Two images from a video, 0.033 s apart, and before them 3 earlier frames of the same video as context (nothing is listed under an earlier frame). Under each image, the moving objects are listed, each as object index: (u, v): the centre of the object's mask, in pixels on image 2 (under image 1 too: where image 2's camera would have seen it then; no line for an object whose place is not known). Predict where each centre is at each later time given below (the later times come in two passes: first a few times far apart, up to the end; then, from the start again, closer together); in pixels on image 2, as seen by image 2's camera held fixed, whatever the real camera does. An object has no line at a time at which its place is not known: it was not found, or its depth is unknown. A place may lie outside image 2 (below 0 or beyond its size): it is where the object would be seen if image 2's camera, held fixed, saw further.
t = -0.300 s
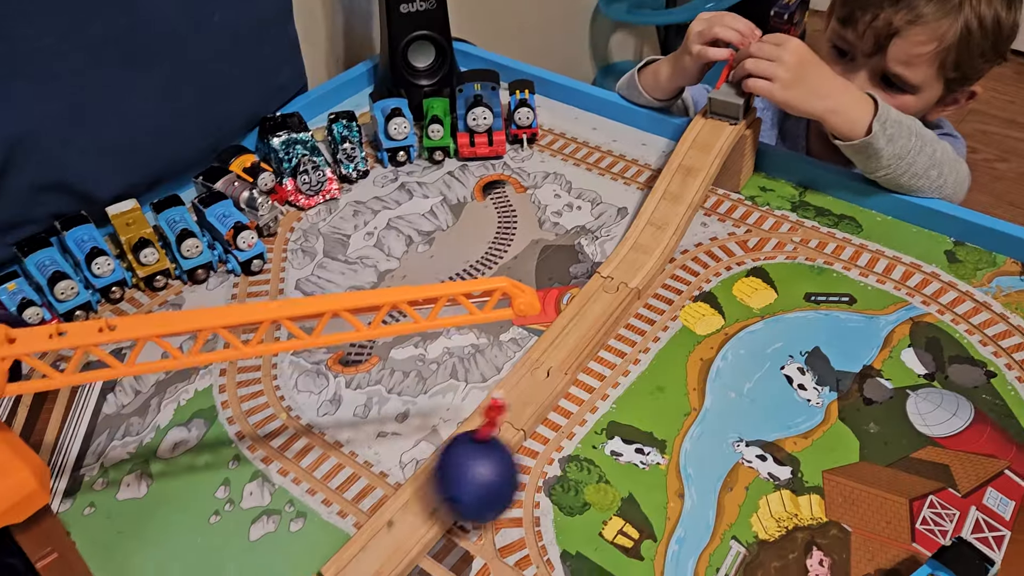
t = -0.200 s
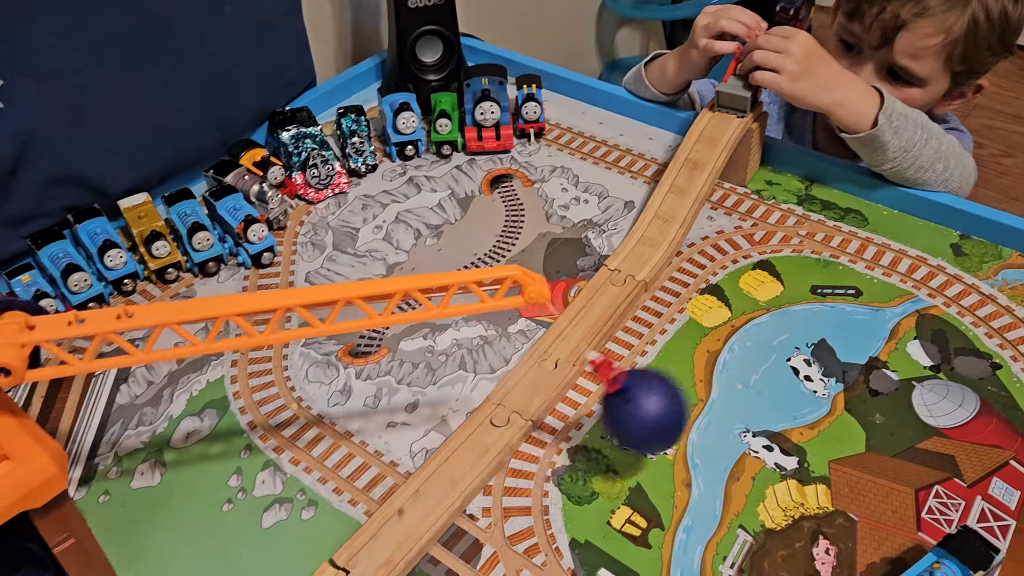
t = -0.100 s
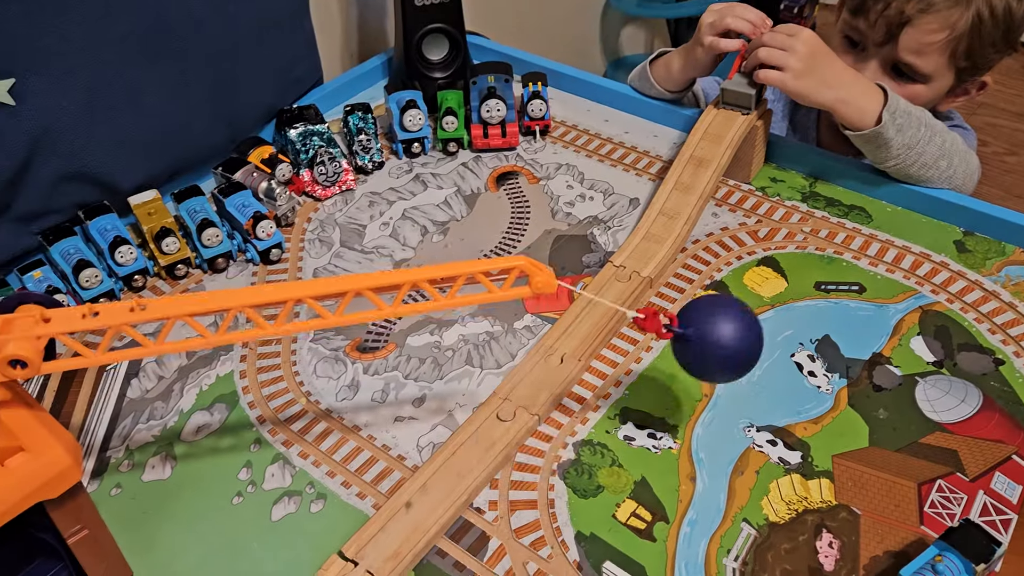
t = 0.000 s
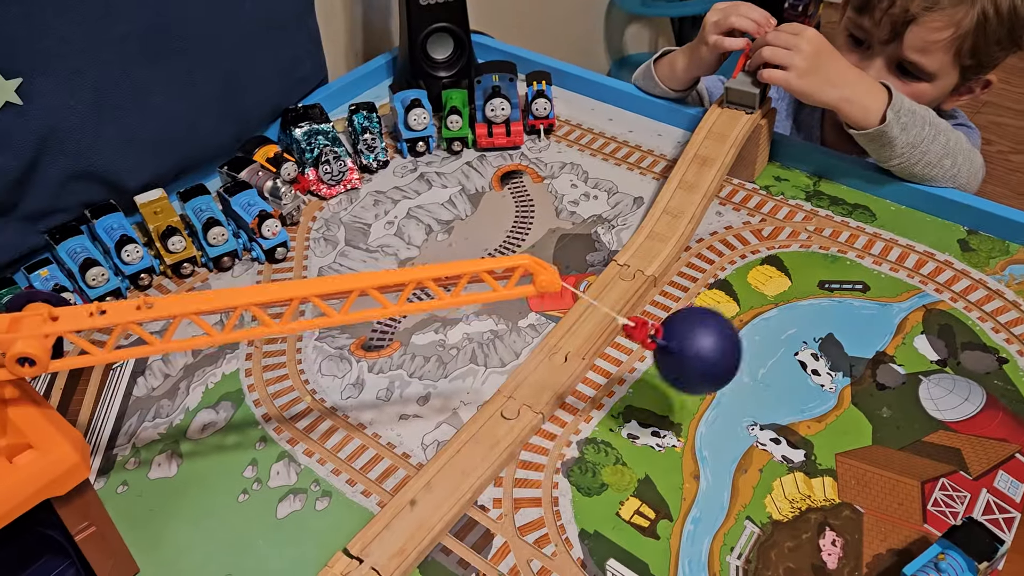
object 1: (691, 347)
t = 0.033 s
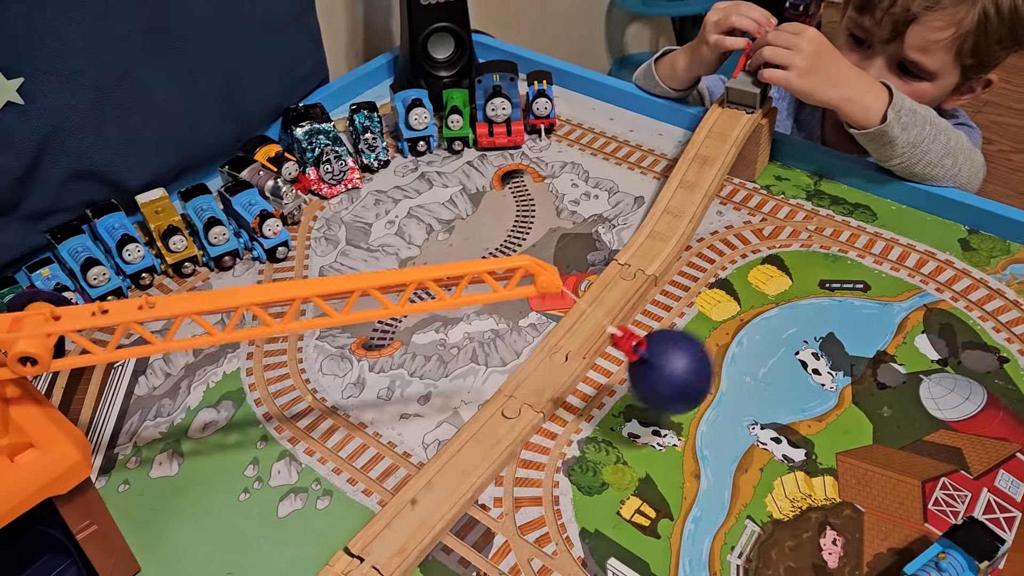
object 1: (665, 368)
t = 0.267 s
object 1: (381, 420)
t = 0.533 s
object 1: (573, 434)
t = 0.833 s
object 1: (637, 376)
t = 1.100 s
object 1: (383, 438)
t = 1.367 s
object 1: (629, 390)
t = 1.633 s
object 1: (604, 391)
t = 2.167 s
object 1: (640, 367)
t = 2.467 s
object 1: (530, 436)
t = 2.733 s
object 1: (447, 471)
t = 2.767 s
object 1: (474, 469)
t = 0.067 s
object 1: (629, 393)
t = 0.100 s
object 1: (582, 415)
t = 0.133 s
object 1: (530, 431)
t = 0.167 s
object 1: (480, 438)
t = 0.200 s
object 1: (437, 434)
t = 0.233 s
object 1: (404, 427)
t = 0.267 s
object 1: (381, 420)
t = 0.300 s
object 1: (370, 416)
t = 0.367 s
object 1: (379, 425)
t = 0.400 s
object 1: (400, 436)
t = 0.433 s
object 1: (432, 446)
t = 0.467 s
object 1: (474, 452)
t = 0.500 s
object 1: (522, 448)
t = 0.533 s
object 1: (573, 434)
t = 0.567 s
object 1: (617, 410)
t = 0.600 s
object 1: (652, 384)
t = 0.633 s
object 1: (677, 358)
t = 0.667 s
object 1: (690, 338)
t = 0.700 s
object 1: (697, 327)
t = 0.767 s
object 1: (684, 335)
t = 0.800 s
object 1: (665, 352)
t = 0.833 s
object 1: (637, 376)
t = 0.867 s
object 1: (598, 402)
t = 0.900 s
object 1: (553, 424)
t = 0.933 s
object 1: (507, 438)
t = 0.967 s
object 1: (464, 445)
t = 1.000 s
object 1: (428, 445)
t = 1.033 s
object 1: (403, 441)
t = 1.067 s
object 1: (388, 437)
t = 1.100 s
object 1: (383, 438)
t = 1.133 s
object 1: (389, 442)
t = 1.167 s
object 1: (405, 448)
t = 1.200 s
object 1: (431, 456)
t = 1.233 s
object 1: (466, 458)
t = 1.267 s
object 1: (508, 454)
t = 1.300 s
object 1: (552, 440)
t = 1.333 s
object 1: (595, 417)
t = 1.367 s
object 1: (629, 390)
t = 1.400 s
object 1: (655, 364)
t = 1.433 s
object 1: (672, 342)
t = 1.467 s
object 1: (679, 328)
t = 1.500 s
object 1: (680, 323)
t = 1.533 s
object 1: (673, 328)
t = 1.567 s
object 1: (659, 343)
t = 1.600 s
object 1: (636, 365)
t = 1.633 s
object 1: (604, 391)
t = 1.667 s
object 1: (565, 417)
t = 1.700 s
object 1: (523, 436)
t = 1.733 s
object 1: (483, 449)
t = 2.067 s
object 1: (544, 444)
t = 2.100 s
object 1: (582, 420)
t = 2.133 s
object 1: (615, 393)
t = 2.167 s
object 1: (640, 367)
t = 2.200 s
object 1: (656, 345)
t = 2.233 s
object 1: (664, 329)
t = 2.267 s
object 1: (666, 323)
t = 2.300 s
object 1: (661, 327)
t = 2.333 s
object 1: (649, 340)
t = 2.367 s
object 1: (629, 361)
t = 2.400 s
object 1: (601, 386)
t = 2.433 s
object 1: (568, 413)
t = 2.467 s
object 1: (530, 436)
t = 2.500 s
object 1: (494, 451)
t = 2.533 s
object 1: (461, 460)
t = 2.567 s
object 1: (437, 463)
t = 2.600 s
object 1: (421, 464)
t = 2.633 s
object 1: (414, 464)
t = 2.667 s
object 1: (416, 465)
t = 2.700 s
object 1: (427, 469)
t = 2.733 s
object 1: (447, 471)
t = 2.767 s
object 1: (474, 469)
